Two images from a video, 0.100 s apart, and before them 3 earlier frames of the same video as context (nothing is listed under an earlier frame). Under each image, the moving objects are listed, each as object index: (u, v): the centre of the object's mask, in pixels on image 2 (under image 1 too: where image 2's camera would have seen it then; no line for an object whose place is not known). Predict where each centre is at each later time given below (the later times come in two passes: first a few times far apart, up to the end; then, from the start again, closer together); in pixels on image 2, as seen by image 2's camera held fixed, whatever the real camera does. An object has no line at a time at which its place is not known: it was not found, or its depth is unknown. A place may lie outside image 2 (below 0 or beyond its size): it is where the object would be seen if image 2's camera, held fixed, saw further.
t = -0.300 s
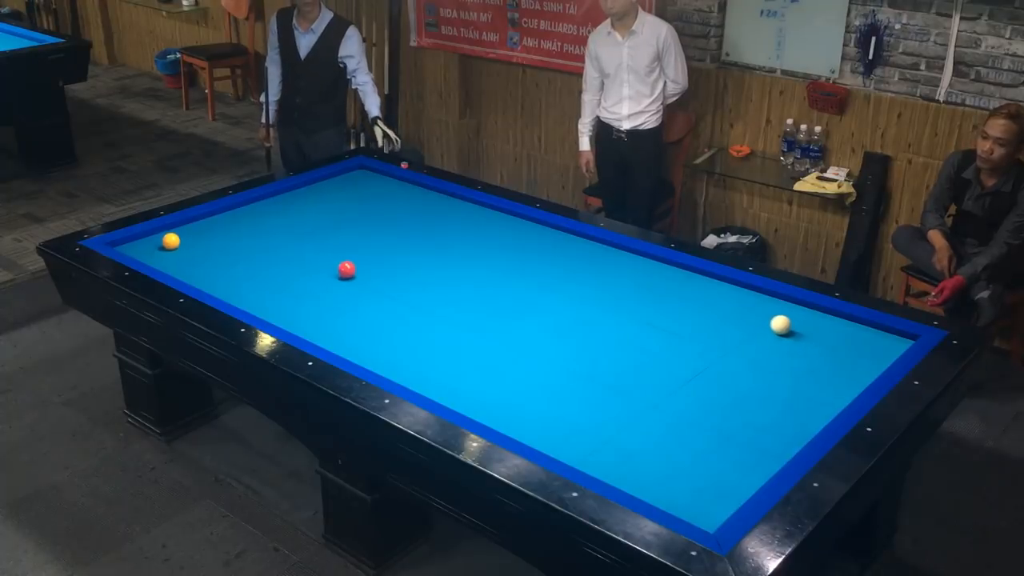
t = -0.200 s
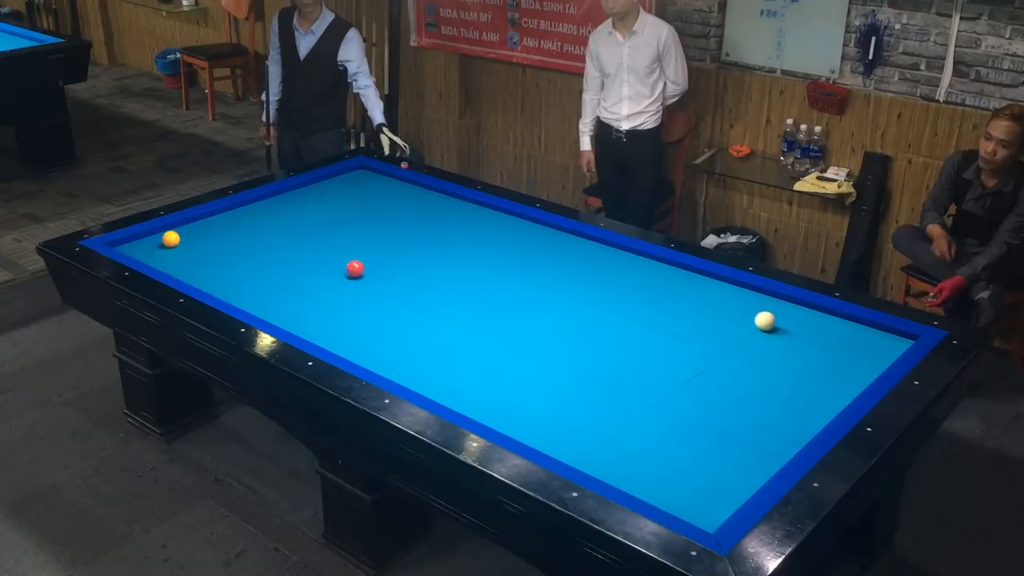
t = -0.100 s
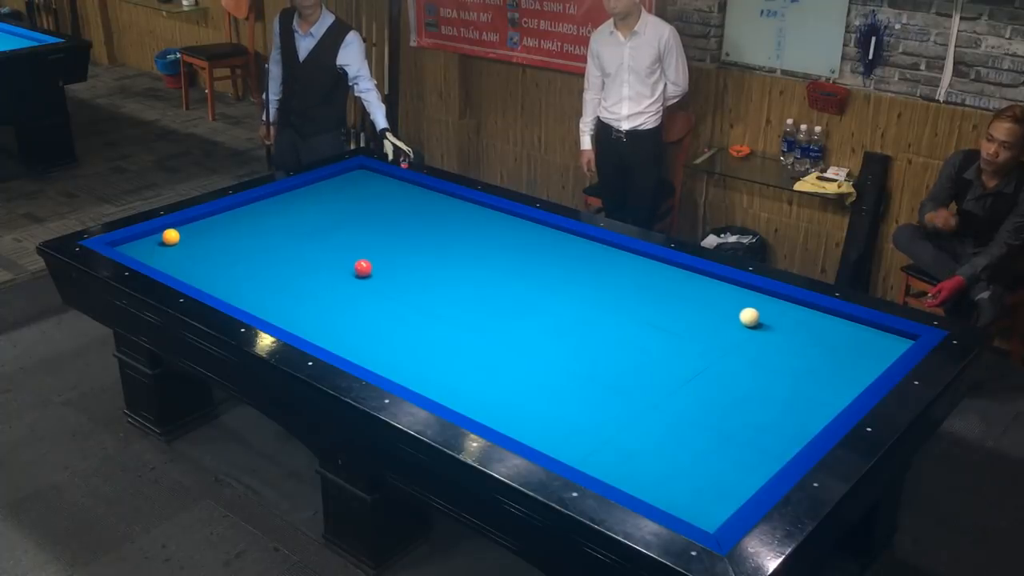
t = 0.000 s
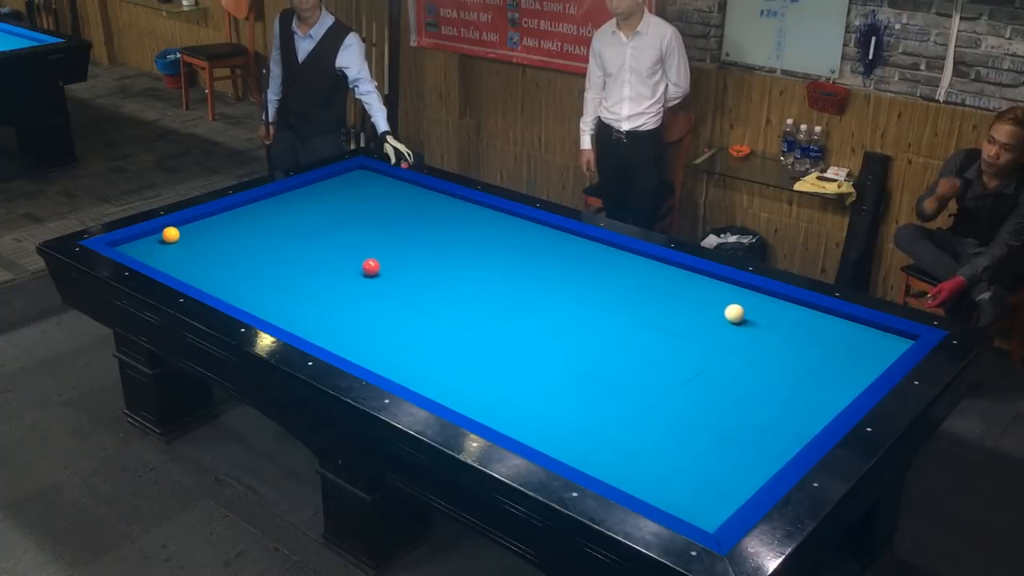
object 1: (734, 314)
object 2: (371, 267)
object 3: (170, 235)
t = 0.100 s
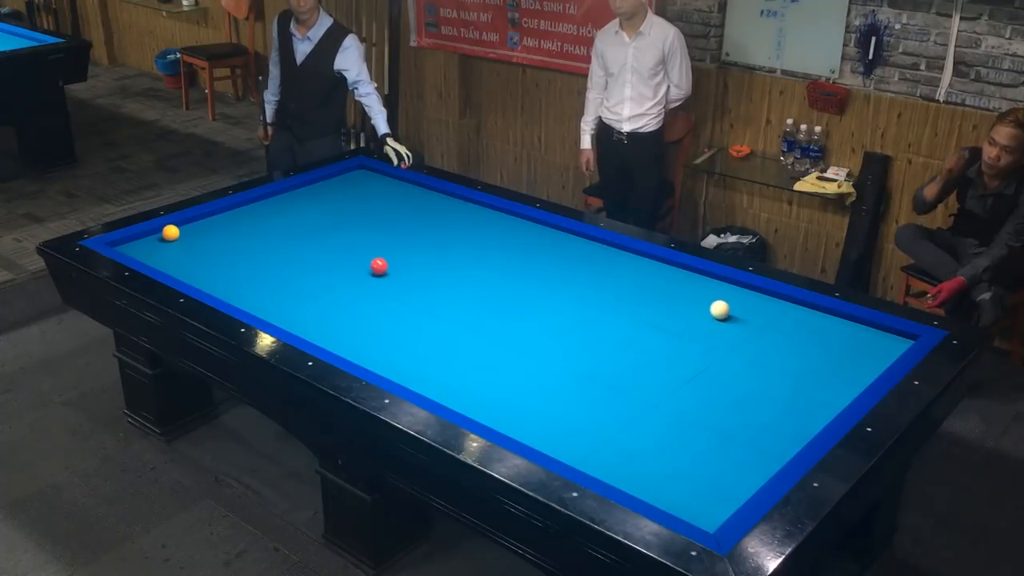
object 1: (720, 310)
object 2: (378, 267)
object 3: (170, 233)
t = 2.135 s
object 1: (509, 257)
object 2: (486, 248)
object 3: (235, 220)
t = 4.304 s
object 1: (510, 257)
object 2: (450, 214)
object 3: (260, 216)
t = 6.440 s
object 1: (509, 257)
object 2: (441, 202)
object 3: (259, 216)
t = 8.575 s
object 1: (509, 257)
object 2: (441, 202)
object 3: (260, 216)
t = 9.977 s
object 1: (509, 257)
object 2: (441, 202)
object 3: (260, 216)
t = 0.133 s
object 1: (715, 309)
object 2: (381, 266)
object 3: (170, 232)
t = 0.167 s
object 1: (710, 308)
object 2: (383, 266)
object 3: (170, 231)
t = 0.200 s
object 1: (705, 307)
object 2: (386, 266)
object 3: (170, 231)
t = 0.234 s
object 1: (701, 305)
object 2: (388, 265)
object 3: (170, 230)
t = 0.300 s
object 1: (691, 303)
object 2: (394, 265)
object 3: (170, 229)
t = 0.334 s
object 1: (687, 302)
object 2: (396, 265)
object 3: (170, 228)
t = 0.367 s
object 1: (682, 301)
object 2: (398, 265)
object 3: (170, 227)
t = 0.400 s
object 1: (678, 299)
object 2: (401, 265)
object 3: (170, 227)
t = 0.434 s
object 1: (673, 298)
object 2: (403, 264)
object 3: (172, 227)
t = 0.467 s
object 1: (669, 297)
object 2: (405, 264)
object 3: (174, 226)
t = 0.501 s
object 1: (665, 296)
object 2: (408, 264)
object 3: (175, 226)
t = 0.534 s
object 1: (660, 295)
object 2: (410, 263)
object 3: (177, 226)
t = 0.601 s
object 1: (652, 293)
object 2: (415, 263)
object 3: (180, 226)
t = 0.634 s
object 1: (648, 292)
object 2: (417, 263)
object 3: (181, 226)
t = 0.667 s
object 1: (644, 291)
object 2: (419, 262)
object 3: (183, 225)
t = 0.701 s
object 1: (639, 290)
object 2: (422, 262)
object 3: (184, 225)
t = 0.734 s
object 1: (635, 289)
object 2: (424, 262)
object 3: (186, 225)
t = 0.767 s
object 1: (631, 288)
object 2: (426, 262)
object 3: (187, 225)
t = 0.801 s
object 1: (627, 287)
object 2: (428, 262)
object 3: (189, 225)
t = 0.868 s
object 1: (619, 285)
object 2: (433, 261)
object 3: (192, 225)
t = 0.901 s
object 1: (615, 284)
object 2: (435, 261)
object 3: (193, 224)
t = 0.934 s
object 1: (611, 283)
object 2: (437, 260)
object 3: (194, 224)
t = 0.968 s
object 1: (607, 282)
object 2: (439, 260)
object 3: (196, 224)
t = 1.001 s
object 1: (603, 281)
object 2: (441, 260)
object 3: (197, 224)
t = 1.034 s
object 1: (600, 280)
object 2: (443, 260)
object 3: (198, 224)
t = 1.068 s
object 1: (596, 279)
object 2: (445, 259)
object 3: (200, 224)
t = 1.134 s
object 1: (588, 277)
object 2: (450, 259)
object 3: (203, 223)
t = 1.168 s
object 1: (585, 276)
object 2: (451, 259)
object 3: (204, 223)
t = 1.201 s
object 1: (581, 275)
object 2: (453, 259)
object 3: (205, 223)
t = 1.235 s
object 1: (577, 274)
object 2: (455, 258)
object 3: (206, 223)
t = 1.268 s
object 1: (574, 274)
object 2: (458, 258)
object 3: (208, 223)
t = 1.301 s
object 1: (570, 273)
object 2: (459, 258)
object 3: (209, 223)
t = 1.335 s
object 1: (566, 272)
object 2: (461, 258)
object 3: (210, 222)
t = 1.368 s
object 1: (563, 271)
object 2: (463, 257)
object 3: (211, 222)
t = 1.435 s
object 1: (556, 269)
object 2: (467, 257)
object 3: (214, 222)
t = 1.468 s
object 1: (552, 268)
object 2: (469, 257)
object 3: (215, 222)
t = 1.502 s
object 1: (549, 268)
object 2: (471, 256)
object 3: (216, 222)
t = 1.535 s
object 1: (546, 267)
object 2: (472, 256)
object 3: (217, 222)
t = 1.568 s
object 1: (542, 266)
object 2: (474, 256)
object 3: (218, 222)
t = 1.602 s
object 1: (539, 265)
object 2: (476, 256)
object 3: (219, 221)
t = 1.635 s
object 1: (535, 264)
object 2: (478, 256)
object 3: (220, 221)
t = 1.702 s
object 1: (529, 262)
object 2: (482, 255)
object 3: (222, 221)
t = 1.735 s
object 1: (526, 262)
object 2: (483, 255)
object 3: (223, 221)
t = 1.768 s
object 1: (522, 261)
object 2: (485, 255)
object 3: (225, 221)
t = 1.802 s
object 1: (519, 260)
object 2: (487, 254)
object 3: (226, 221)
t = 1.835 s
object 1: (516, 259)
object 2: (489, 254)
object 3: (227, 221)
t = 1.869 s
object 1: (513, 259)
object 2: (490, 254)
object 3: (227, 220)
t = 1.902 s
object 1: (510, 258)
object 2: (492, 254)
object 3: (228, 220)
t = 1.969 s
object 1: (508, 257)
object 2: (491, 252)
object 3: (231, 220)
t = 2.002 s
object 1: (509, 257)
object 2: (489, 251)
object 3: (231, 220)
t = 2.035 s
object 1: (509, 257)
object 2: (488, 250)
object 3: (232, 220)
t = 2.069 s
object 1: (509, 257)
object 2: (487, 250)
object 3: (233, 220)
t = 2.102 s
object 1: (509, 257)
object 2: (487, 249)
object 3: (234, 220)
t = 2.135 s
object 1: (509, 257)
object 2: (486, 248)
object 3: (235, 220)
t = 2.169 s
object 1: (509, 257)
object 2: (485, 248)
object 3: (236, 219)
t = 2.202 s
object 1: (509, 257)
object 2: (484, 247)
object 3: (236, 219)
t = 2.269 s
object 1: (509, 257)
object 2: (482, 245)
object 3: (238, 219)
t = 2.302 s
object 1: (510, 257)
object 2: (482, 245)
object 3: (239, 219)
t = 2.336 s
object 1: (510, 257)
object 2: (481, 244)
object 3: (240, 219)
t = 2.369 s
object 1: (510, 257)
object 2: (480, 243)
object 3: (240, 219)
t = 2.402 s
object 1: (510, 257)
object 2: (479, 242)
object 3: (241, 219)
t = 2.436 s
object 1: (510, 257)
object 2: (478, 242)
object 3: (242, 219)
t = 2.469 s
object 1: (510, 257)
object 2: (478, 241)
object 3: (243, 219)
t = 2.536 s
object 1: (510, 257)
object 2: (476, 240)
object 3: (244, 219)
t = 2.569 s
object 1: (510, 257)
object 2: (475, 239)
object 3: (245, 218)
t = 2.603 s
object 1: (510, 257)
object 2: (475, 239)
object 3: (245, 218)
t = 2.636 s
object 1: (510, 257)
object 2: (474, 238)
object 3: (246, 218)
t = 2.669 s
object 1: (510, 257)
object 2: (473, 237)
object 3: (246, 218)
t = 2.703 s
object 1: (510, 257)
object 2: (473, 237)
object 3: (247, 218)
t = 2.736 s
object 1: (510, 257)
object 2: (472, 236)
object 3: (248, 218)
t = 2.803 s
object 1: (510, 257)
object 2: (470, 235)
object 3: (249, 218)
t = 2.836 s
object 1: (510, 257)
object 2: (470, 234)
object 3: (249, 218)
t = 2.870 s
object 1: (510, 257)
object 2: (469, 233)
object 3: (250, 218)
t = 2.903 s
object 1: (510, 257)
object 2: (469, 233)
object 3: (250, 218)
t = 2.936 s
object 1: (510, 257)
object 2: (468, 232)
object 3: (251, 218)
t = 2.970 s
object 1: (510, 257)
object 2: (467, 232)
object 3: (251, 218)
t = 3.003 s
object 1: (510, 257)
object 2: (467, 231)
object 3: (252, 217)
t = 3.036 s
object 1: (510, 257)
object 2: (466, 231)
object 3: (252, 217)
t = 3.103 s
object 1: (510, 257)
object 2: (465, 229)
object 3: (253, 217)
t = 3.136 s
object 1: (510, 257)
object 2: (464, 229)
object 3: (254, 217)
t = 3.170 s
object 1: (510, 257)
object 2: (464, 228)
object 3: (254, 217)
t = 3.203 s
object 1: (510, 257)
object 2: (463, 228)
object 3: (254, 217)
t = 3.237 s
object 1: (510, 257)
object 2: (463, 227)
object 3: (255, 217)
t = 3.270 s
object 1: (510, 257)
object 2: (462, 227)
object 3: (255, 217)
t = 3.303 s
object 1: (510, 257)
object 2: (462, 226)
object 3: (255, 217)
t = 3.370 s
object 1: (510, 257)
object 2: (461, 225)
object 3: (256, 217)
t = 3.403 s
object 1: (510, 257)
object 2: (460, 224)
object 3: (256, 217)
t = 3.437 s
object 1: (510, 257)
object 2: (460, 224)
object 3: (257, 217)
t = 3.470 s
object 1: (510, 257)
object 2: (459, 224)
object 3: (257, 217)
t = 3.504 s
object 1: (510, 257)
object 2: (459, 223)
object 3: (257, 217)
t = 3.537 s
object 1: (510, 257)
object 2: (458, 223)
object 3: (258, 217)
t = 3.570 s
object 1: (510, 257)
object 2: (458, 222)
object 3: (258, 217)
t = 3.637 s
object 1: (510, 257)
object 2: (457, 221)
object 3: (258, 216)
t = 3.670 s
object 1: (510, 257)
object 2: (457, 221)
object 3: (258, 216)
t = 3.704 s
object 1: (510, 257)
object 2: (456, 220)
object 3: (259, 216)
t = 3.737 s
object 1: (510, 257)
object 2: (456, 220)
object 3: (259, 216)
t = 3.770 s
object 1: (510, 257)
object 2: (455, 219)
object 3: (259, 216)
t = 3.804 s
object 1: (510, 257)
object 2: (455, 219)
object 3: (259, 216)
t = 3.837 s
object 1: (510, 257)
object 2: (455, 219)
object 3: (259, 216)
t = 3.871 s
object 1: (510, 257)
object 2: (454, 218)
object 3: (259, 216)
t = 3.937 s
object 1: (510, 257)
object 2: (453, 218)
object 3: (259, 216)
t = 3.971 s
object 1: (510, 257)
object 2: (453, 217)
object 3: (259, 216)
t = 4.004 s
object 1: (510, 257)
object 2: (453, 217)
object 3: (259, 216)
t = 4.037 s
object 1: (510, 257)
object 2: (452, 216)
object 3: (259, 216)
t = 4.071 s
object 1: (510, 257)
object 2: (452, 216)
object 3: (259, 216)
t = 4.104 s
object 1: (510, 257)
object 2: (452, 216)
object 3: (259, 216)
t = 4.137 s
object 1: (510, 257)
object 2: (451, 215)
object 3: (259, 216)
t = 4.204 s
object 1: (510, 257)
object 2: (451, 214)
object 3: (259, 216)
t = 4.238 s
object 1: (510, 257)
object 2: (450, 214)
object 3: (260, 216)
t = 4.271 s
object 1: (510, 257)
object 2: (450, 214)
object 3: (260, 216)
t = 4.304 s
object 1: (510, 257)
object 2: (450, 214)
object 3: (260, 216)
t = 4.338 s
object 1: (509, 257)
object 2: (449, 213)
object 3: (259, 216)
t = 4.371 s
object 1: (509, 257)
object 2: (449, 213)
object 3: (259, 216)
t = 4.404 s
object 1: (509, 257)
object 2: (449, 212)
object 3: (259, 216)
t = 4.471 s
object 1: (509, 257)
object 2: (449, 212)
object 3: (259, 216)
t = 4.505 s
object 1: (509, 257)
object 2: (448, 211)
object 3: (259, 216)
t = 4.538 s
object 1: (509, 257)
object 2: (448, 211)
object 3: (259, 216)
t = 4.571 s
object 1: (509, 257)
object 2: (448, 211)
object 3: (259, 216)
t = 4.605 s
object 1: (509, 257)
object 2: (447, 211)
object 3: (259, 216)
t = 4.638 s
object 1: (509, 257)
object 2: (447, 210)
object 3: (259, 216)
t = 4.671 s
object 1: (509, 257)
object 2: (447, 210)
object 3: (259, 216)
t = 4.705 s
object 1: (509, 257)
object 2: (447, 210)
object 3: (259, 216)
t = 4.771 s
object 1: (509, 257)
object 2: (446, 209)
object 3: (259, 216)
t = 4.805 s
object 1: (509, 257)
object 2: (446, 209)
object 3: (259, 216)
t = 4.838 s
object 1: (509, 257)
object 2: (446, 209)
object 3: (259, 216)
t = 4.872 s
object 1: (509, 257)
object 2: (446, 209)
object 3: (259, 216)
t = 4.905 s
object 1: (509, 257)
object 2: (446, 208)
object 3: (259, 216)
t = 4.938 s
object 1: (509, 257)
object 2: (446, 208)
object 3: (259, 216)
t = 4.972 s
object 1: (509, 257)
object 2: (445, 208)
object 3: (259, 216)
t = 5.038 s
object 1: (509, 257)
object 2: (445, 207)
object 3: (259, 216)
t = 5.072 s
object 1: (509, 257)
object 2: (445, 207)
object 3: (259, 216)
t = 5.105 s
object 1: (509, 257)
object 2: (445, 207)
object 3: (259, 216)
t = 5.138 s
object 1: (509, 257)
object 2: (444, 207)
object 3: (259, 216)
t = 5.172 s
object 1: (509, 257)
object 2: (444, 206)
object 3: (259, 216)
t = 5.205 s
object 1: (509, 257)
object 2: (444, 206)
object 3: (259, 216)
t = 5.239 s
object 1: (509, 257)
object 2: (444, 206)
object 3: (259, 216)
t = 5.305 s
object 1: (509, 257)
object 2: (444, 206)
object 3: (259, 216)
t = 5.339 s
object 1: (509, 257)
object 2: (443, 206)
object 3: (259, 216)
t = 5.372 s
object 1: (509, 257)
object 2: (443, 205)
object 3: (259, 216)
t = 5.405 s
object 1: (509, 257)
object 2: (443, 205)
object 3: (259, 216)
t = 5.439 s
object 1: (509, 257)
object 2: (443, 205)
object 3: (260, 216)
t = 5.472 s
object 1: (509, 257)
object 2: (443, 205)
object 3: (260, 216)
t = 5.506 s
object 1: (509, 257)
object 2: (443, 205)
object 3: (259, 216)
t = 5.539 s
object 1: (509, 257)
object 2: (443, 204)
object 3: (259, 216)
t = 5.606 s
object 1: (509, 257)
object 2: (442, 204)
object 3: (259, 216)
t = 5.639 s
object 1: (509, 257)
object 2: (442, 204)
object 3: (259, 216)
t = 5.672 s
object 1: (509, 257)
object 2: (442, 204)
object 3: (259, 216)
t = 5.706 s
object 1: (509, 257)
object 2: (442, 204)
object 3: (259, 216)
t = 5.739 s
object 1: (509, 257)
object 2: (442, 204)
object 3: (260, 216)
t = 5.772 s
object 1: (509, 257)
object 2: (442, 204)
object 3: (260, 216)
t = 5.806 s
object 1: (509, 257)
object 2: (442, 204)
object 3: (259, 216)
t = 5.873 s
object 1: (509, 257)
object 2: (441, 203)
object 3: (259, 216)
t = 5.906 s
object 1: (509, 257)
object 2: (441, 203)
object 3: (259, 216)
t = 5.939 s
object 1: (509, 257)
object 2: (441, 203)
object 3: (259, 216)
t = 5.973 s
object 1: (509, 257)
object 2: (441, 203)
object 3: (259, 216)
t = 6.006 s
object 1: (509, 257)
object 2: (441, 203)
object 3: (260, 216)
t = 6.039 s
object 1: (509, 257)
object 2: (441, 203)
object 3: (260, 216)
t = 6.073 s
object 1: (509, 257)
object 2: (441, 203)
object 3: (259, 216)
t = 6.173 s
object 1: (509, 257)
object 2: (441, 203)
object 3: (260, 216)
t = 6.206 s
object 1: (509, 257)
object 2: (441, 202)
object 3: (259, 216)
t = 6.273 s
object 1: (509, 257)
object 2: (441, 202)
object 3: (259, 216)
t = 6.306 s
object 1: (509, 257)
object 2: (441, 202)
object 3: (259, 216)
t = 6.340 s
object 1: (509, 257)
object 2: (441, 202)
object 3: (259, 216)
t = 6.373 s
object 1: (509, 257)
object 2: (441, 202)
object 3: (259, 216)
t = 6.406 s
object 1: (509, 257)
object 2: (441, 202)
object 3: (259, 216)
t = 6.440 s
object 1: (509, 257)
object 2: (441, 202)
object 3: (259, 216)
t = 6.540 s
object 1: (509, 257)
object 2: (441, 202)
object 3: (260, 216)
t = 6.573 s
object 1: (509, 257)
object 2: (441, 202)
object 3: (259, 216)
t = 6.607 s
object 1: (509, 257)
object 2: (441, 202)
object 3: (260, 216)
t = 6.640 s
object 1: (509, 257)
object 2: (441, 202)
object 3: (259, 216)
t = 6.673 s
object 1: (509, 257)
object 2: (441, 202)
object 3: (259, 216)
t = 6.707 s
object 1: (509, 257)
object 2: (441, 202)
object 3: (259, 216)
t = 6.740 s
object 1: (509, 257)
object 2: (441, 202)
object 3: (259, 216)
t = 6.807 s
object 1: (509, 257)
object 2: (441, 202)
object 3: (259, 216)
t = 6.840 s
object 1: (509, 257)
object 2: (441, 202)
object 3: (259, 216)
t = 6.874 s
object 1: (509, 257)
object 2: (441, 202)
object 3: (259, 216)
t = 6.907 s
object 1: (509, 257)
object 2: (441, 202)
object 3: (259, 216)
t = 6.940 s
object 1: (509, 257)
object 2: (441, 202)
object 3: (260, 216)
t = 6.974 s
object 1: (509, 257)
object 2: (441, 202)
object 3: (259, 216)
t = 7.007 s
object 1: (509, 257)
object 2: (441, 202)
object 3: (259, 216)
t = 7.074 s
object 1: (509, 257)
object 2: (441, 202)
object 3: (259, 216)
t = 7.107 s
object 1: (509, 257)
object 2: (441, 202)
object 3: (259, 216)
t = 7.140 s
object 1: (509, 257)
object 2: (441, 202)
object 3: (259, 216)
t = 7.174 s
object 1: (509, 257)
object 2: (441, 202)
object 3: (259, 216)
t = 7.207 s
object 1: (509, 257)
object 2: (441, 202)
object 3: (259, 216)
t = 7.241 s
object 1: (509, 257)
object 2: (441, 202)
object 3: (259, 216)
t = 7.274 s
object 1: (509, 257)
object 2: (441, 202)
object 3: (259, 216)
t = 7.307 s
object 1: (509, 257)
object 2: (441, 202)
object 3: (259, 216)
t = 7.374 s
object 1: (509, 257)
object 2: (441, 202)
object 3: (259, 216)
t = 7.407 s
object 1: (509, 257)
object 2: (441, 202)
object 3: (259, 216)
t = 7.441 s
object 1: (509, 257)
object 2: (441, 202)
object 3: (259, 216)
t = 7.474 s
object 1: (509, 257)
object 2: (441, 202)
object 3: (259, 216)
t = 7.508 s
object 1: (509, 257)
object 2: (441, 202)
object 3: (259, 216)
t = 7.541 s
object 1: (509, 257)
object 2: (441, 202)
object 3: (259, 216)
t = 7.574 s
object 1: (509, 257)
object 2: (441, 202)
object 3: (259, 216)
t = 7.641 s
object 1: (509, 257)
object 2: (441, 202)
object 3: (259, 216)
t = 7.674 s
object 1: (509, 257)
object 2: (441, 202)
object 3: (260, 216)
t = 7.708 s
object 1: (509, 257)
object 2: (441, 202)
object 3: (260, 216)
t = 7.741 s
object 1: (509, 257)
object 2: (441, 202)
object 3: (260, 216)
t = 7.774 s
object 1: (509, 257)
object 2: (441, 202)
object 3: (260, 216)
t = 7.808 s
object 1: (509, 257)
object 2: (441, 202)
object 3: (260, 216)
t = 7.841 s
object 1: (509, 257)
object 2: (441, 202)
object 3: (260, 216)
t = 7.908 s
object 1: (509, 257)
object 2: (441, 202)
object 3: (260, 216)
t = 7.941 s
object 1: (509, 257)
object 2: (441, 202)
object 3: (260, 216)
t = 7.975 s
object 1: (509, 257)
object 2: (441, 202)
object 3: (260, 216)
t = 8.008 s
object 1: (509, 257)
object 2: (441, 202)
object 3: (260, 216)
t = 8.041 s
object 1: (509, 257)
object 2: (441, 202)
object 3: (260, 216)
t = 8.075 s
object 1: (509, 257)
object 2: (441, 202)
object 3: (260, 216)
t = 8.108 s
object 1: (509, 257)
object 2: (441, 202)
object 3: (260, 216)
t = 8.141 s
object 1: (509, 257)
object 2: (441, 202)
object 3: (260, 216)
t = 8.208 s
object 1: (509, 257)
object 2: (441, 202)
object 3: (260, 216)
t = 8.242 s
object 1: (509, 257)
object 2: (441, 202)
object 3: (260, 216)
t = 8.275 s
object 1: (510, 257)
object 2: (441, 202)
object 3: (260, 216)
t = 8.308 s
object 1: (509, 257)
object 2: (441, 202)
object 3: (260, 216)
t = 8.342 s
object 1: (509, 257)
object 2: (441, 202)
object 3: (260, 216)
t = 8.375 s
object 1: (509, 257)
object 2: (441, 202)
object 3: (260, 216)
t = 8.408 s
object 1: (509, 257)
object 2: (441, 202)
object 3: (260, 216)
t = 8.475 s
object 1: (509, 257)
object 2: (441, 202)
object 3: (260, 216)
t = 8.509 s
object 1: (509, 257)
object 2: (441, 202)
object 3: (260, 216)
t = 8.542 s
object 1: (509, 257)
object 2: (441, 202)
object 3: (260, 216)
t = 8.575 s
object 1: (509, 257)
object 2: (441, 202)
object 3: (260, 216)
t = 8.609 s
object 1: (509, 257)
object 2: (441, 202)
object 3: (260, 216)
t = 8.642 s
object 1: (509, 257)
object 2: (441, 202)
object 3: (260, 216)
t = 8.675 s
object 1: (509, 257)
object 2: (441, 202)
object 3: (259, 216)
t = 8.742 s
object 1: (509, 257)
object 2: (441, 202)
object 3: (260, 216)
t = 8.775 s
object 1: (509, 257)
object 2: (441, 202)
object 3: (259, 216)
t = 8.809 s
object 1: (509, 257)
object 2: (441, 202)
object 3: (259, 216)
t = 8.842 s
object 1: (509, 257)
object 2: (441, 202)
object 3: (260, 216)
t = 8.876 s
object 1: (509, 257)
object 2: (441, 202)
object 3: (259, 216)
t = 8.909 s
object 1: (509, 257)
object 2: (441, 202)
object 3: (260, 216)
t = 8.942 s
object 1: (509, 257)
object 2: (441, 202)
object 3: (260, 216)
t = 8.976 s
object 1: (509, 257)
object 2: (441, 202)
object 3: (260, 216)
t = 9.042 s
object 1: (509, 257)
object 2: (441, 202)
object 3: (260, 216)
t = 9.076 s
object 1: (509, 257)
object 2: (441, 202)
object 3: (260, 216)
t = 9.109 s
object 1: (509, 257)
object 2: (441, 202)
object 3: (260, 216)
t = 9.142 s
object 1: (509, 257)
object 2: (441, 202)
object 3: (260, 216)
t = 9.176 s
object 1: (509, 257)
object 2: (441, 202)
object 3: (260, 216)
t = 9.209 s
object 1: (509, 257)
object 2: (441, 202)
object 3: (260, 216)
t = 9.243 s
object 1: (509, 257)
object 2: (441, 202)
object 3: (260, 216)
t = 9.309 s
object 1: (509, 257)
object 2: (441, 202)
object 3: (260, 216)
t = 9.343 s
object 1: (509, 257)
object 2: (441, 202)
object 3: (260, 216)
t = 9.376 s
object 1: (509, 257)
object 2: (441, 202)
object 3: (260, 216)
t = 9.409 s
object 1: (509, 257)
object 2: (441, 202)
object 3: (260, 216)
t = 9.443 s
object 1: (509, 257)
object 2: (441, 202)
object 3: (260, 216)
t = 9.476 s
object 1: (510, 257)
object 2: (441, 202)
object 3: (260, 216)
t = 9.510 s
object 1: (509, 257)
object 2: (441, 202)
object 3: (260, 216)
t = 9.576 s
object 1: (510, 257)
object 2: (441, 202)
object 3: (260, 216)
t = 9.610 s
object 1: (509, 257)
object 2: (441, 202)
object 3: (259, 216)
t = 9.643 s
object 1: (509, 257)
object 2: (441, 202)
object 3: (259, 216)
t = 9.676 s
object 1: (509, 257)
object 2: (441, 202)
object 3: (260, 216)
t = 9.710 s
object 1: (509, 257)
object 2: (440, 202)
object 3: (259, 216)
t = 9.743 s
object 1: (509, 257)
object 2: (441, 202)
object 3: (259, 216)
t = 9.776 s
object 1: (509, 257)
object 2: (441, 202)
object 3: (259, 216)
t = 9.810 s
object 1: (509, 257)
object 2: (441, 202)
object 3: (260, 216)
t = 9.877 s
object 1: (510, 257)
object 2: (441, 202)
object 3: (260, 216)
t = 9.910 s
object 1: (510, 257)
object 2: (441, 202)
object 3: (260, 216)
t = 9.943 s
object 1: (509, 257)
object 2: (441, 202)
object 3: (260, 216)
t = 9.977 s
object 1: (509, 257)
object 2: (441, 202)
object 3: (260, 216)
